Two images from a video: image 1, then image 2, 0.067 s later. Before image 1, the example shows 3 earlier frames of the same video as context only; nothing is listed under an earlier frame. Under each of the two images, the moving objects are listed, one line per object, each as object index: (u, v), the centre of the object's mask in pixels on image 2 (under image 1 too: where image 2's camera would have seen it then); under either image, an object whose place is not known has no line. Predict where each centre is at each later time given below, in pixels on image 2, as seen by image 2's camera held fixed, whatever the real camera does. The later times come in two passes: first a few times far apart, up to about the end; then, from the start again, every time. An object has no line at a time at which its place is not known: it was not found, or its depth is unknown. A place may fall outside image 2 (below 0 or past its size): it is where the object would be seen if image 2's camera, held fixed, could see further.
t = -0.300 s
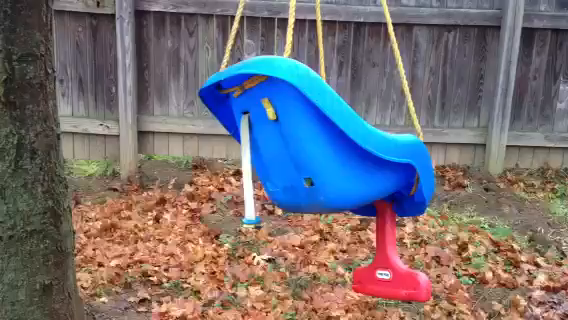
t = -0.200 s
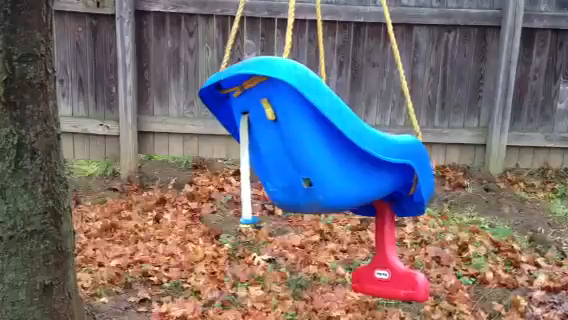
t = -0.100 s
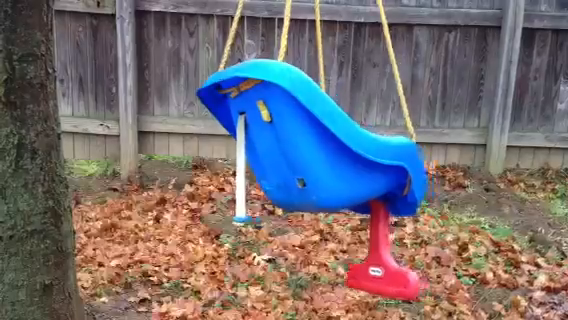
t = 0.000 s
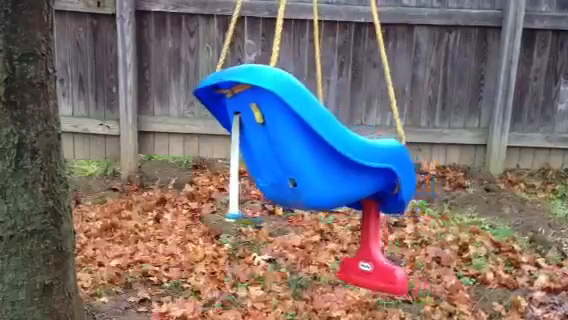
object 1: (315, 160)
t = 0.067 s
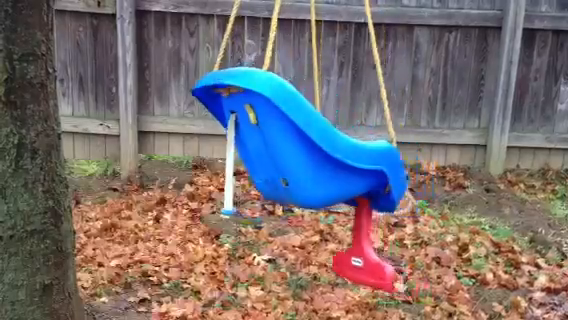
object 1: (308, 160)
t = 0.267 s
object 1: (288, 154)
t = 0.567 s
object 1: (266, 132)
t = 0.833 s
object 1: (258, 118)
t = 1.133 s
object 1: (270, 133)
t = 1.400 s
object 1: (294, 152)
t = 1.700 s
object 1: (322, 160)
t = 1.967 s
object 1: (330, 161)
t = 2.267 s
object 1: (311, 162)
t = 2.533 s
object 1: (286, 154)
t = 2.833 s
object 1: (260, 125)
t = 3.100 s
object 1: (255, 115)
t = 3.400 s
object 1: (270, 131)
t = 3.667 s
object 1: (301, 159)
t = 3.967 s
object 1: (328, 168)
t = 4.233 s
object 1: (331, 167)
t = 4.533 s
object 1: (304, 163)
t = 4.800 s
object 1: (277, 141)
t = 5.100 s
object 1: (262, 119)
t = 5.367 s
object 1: (261, 115)
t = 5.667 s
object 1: (277, 134)
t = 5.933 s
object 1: (298, 155)
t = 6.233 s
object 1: (318, 168)
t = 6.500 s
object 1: (320, 170)
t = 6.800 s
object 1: (302, 161)
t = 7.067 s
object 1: (285, 145)
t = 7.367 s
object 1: (273, 125)
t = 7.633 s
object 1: (274, 124)
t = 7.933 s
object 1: (288, 141)
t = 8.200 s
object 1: (307, 160)
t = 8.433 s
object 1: (320, 170)
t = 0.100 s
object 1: (305, 159)
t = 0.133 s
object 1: (302, 159)
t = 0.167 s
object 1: (298, 157)
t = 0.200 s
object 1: (295, 156)
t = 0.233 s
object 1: (291, 155)
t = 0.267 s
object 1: (288, 154)
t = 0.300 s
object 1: (285, 152)
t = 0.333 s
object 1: (283, 150)
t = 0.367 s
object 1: (280, 148)
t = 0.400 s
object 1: (277, 145)
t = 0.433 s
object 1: (275, 143)
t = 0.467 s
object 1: (272, 140)
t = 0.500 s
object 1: (270, 137)
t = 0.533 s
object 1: (268, 135)
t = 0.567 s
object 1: (266, 132)
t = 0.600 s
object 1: (264, 129)
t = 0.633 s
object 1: (262, 127)
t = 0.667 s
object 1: (261, 124)
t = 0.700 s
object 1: (259, 121)
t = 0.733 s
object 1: (259, 120)
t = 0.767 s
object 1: (258, 119)
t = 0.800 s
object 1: (258, 118)
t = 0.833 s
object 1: (258, 118)
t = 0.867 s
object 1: (258, 118)
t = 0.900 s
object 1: (259, 119)
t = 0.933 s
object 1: (260, 120)
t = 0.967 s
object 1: (261, 121)
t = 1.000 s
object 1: (261, 122)
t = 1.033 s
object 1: (264, 126)
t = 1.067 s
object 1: (266, 127)
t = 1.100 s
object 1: (268, 130)
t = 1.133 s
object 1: (270, 133)
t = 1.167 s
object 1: (273, 136)
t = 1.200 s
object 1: (276, 139)
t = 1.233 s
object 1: (279, 141)
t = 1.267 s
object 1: (282, 144)
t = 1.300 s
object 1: (284, 146)
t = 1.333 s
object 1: (287, 148)
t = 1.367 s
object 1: (290, 150)
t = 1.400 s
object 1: (294, 152)
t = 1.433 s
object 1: (297, 154)
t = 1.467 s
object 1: (301, 155)
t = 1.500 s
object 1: (303, 156)
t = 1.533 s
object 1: (307, 157)
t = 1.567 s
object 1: (310, 158)
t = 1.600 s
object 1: (313, 159)
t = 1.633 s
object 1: (316, 160)
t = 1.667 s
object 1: (319, 160)
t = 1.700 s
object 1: (322, 160)
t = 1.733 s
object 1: (324, 160)
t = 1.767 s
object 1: (326, 160)
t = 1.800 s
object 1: (328, 160)
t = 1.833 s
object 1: (329, 161)
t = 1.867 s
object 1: (330, 161)
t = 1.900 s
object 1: (330, 161)
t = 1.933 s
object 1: (330, 161)
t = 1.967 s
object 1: (330, 161)
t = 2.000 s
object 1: (329, 161)
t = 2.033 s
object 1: (328, 161)
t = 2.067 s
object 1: (327, 161)
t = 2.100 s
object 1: (324, 161)
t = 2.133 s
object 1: (322, 162)
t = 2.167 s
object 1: (320, 162)
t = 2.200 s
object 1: (317, 162)
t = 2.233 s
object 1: (314, 162)
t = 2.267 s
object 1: (311, 162)
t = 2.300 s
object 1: (308, 161)
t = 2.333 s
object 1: (304, 160)
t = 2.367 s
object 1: (302, 161)
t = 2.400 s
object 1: (298, 159)
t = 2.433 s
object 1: (295, 158)
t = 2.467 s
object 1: (292, 157)
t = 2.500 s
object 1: (289, 156)
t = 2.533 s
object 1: (286, 154)
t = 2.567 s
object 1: (283, 151)
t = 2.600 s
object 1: (280, 148)
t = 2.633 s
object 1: (277, 145)
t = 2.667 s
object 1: (273, 141)
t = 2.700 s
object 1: (270, 137)
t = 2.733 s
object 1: (267, 134)
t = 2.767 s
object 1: (264, 131)
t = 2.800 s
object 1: (262, 128)
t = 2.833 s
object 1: (260, 125)
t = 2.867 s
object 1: (258, 122)
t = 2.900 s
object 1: (257, 120)
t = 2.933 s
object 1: (256, 118)
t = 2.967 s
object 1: (255, 117)
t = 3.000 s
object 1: (254, 116)
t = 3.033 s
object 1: (254, 115)
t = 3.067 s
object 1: (254, 115)
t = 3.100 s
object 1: (255, 115)
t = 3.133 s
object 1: (255, 115)
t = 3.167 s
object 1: (256, 116)
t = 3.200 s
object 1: (257, 117)
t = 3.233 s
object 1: (259, 119)
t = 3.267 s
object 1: (260, 120)
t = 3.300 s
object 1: (263, 123)
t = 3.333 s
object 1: (264, 125)
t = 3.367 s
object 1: (267, 127)
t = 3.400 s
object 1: (270, 131)
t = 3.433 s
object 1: (273, 133)
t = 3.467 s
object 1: (276, 138)
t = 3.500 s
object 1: (280, 141)
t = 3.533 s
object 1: (284, 145)
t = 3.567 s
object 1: (287, 148)
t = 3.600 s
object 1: (292, 152)
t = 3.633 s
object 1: (297, 155)
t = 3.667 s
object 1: (301, 159)
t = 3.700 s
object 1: (306, 162)
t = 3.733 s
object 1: (310, 164)
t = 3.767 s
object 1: (314, 165)
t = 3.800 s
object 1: (317, 166)
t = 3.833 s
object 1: (320, 167)
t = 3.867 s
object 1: (322, 167)
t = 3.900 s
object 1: (324, 168)
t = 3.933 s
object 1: (326, 168)
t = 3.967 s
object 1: (328, 168)
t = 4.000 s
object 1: (329, 167)
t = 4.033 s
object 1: (331, 167)
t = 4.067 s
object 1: (331, 167)
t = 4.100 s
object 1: (332, 167)
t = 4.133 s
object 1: (332, 166)
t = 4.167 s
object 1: (332, 167)
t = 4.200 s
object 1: (331, 167)
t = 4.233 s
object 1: (331, 167)
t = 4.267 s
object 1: (330, 167)
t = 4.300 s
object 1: (328, 167)
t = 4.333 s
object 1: (326, 167)
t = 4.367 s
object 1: (324, 168)
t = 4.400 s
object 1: (321, 168)
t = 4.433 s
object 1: (318, 167)
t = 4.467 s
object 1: (314, 168)
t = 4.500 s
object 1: (310, 167)
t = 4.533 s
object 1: (304, 163)
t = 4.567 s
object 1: (300, 161)
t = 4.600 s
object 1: (296, 159)
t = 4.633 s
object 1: (292, 155)
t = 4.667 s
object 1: (288, 152)
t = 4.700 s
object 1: (284, 149)
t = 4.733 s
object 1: (282, 146)
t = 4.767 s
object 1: (279, 144)
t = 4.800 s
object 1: (277, 141)
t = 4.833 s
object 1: (274, 138)
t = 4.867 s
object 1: (272, 135)
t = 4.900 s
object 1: (270, 132)
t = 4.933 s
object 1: (268, 131)
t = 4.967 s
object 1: (267, 129)
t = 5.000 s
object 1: (265, 125)
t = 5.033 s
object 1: (264, 123)
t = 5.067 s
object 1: (263, 122)
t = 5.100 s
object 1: (262, 119)
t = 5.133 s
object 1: (261, 118)
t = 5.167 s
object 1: (261, 117)
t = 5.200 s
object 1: (261, 116)
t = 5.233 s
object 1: (260, 115)
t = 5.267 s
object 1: (260, 114)
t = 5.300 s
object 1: (261, 114)
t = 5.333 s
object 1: (261, 114)
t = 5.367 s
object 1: (261, 115)
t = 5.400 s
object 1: (263, 117)
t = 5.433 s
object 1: (264, 118)
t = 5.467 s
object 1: (266, 120)
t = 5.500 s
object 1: (267, 121)
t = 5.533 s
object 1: (268, 124)
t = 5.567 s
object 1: (270, 126)
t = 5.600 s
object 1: (273, 128)
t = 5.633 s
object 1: (275, 131)
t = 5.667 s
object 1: (277, 134)
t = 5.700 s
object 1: (280, 137)
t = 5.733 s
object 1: (282, 139)
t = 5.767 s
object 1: (285, 143)
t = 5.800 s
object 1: (288, 145)
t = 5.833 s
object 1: (290, 148)
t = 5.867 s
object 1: (293, 150)
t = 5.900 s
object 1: (295, 153)
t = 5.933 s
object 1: (298, 155)
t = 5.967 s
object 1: (301, 157)
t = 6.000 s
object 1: (304, 159)
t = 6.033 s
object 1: (307, 162)
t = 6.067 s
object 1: (309, 163)
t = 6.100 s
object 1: (311, 165)
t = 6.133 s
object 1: (313, 166)
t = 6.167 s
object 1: (315, 167)
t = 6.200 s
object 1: (317, 168)
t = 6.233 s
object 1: (318, 168)
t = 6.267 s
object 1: (319, 168)
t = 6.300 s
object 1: (320, 169)
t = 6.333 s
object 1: (321, 169)
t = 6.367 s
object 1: (321, 170)
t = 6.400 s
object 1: (321, 170)
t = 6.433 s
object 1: (321, 170)
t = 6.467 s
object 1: (321, 170)
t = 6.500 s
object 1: (320, 170)
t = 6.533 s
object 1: (319, 170)
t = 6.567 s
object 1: (318, 169)
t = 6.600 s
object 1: (316, 169)
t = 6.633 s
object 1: (314, 168)
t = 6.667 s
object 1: (312, 167)
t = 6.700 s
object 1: (309, 166)
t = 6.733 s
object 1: (308, 165)
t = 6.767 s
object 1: (305, 163)
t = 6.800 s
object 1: (302, 161)
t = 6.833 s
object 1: (300, 160)
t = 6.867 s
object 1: (298, 158)
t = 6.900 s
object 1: (295, 156)
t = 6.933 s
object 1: (293, 155)
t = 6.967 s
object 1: (293, 153)
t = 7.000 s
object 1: (291, 150)
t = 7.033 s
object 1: (287, 147)
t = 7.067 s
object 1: (285, 145)
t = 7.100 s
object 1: (283, 142)
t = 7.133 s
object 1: (281, 140)
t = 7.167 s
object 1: (280, 137)
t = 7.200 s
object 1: (277, 133)
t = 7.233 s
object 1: (276, 132)
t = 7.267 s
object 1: (275, 130)
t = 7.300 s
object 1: (274, 128)
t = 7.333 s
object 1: (274, 126)
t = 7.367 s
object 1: (273, 125)
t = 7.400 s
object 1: (273, 124)
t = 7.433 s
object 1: (272, 122)
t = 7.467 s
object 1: (272, 122)
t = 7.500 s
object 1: (272, 122)
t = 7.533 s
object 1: (273, 122)
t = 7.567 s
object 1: (273, 122)
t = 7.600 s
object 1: (274, 123)
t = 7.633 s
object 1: (274, 124)
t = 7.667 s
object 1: (276, 125)
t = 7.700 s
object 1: (277, 127)
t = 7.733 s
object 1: (278, 127)
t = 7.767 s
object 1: (279, 130)
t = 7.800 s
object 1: (281, 131)
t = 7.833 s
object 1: (282, 134)
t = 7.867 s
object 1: (284, 136)
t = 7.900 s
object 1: (286, 138)
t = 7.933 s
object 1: (288, 141)
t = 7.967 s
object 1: (291, 144)
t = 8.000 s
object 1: (293, 147)
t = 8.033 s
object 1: (294, 148)
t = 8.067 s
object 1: (298, 151)
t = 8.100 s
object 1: (300, 154)
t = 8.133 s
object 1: (302, 156)
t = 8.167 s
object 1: (305, 158)
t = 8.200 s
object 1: (307, 160)
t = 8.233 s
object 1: (309, 161)
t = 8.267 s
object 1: (311, 163)
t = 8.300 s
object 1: (313, 165)
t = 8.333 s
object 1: (315, 166)
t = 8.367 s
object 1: (316, 167)
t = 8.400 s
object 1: (318, 168)
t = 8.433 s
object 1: (320, 170)
